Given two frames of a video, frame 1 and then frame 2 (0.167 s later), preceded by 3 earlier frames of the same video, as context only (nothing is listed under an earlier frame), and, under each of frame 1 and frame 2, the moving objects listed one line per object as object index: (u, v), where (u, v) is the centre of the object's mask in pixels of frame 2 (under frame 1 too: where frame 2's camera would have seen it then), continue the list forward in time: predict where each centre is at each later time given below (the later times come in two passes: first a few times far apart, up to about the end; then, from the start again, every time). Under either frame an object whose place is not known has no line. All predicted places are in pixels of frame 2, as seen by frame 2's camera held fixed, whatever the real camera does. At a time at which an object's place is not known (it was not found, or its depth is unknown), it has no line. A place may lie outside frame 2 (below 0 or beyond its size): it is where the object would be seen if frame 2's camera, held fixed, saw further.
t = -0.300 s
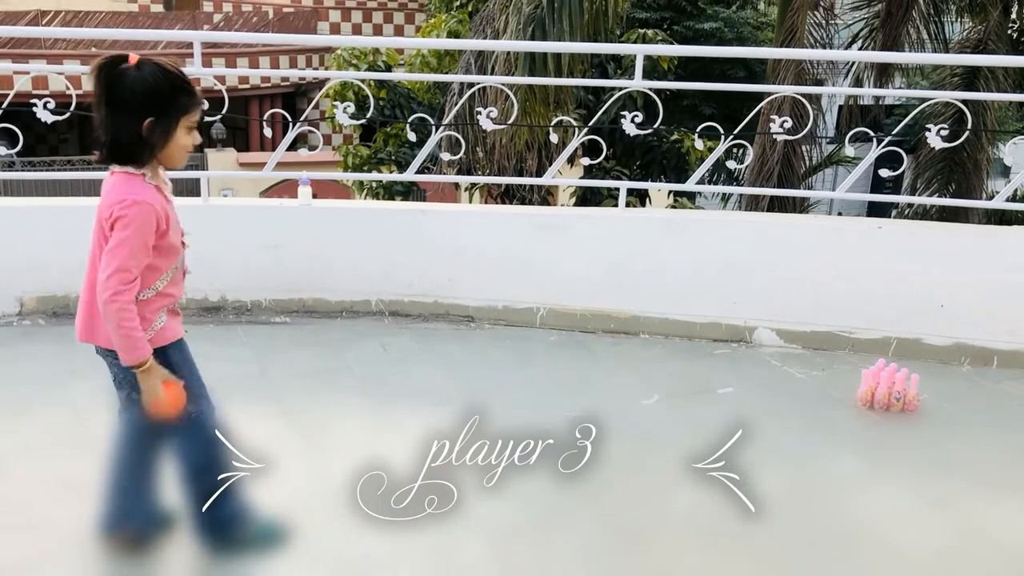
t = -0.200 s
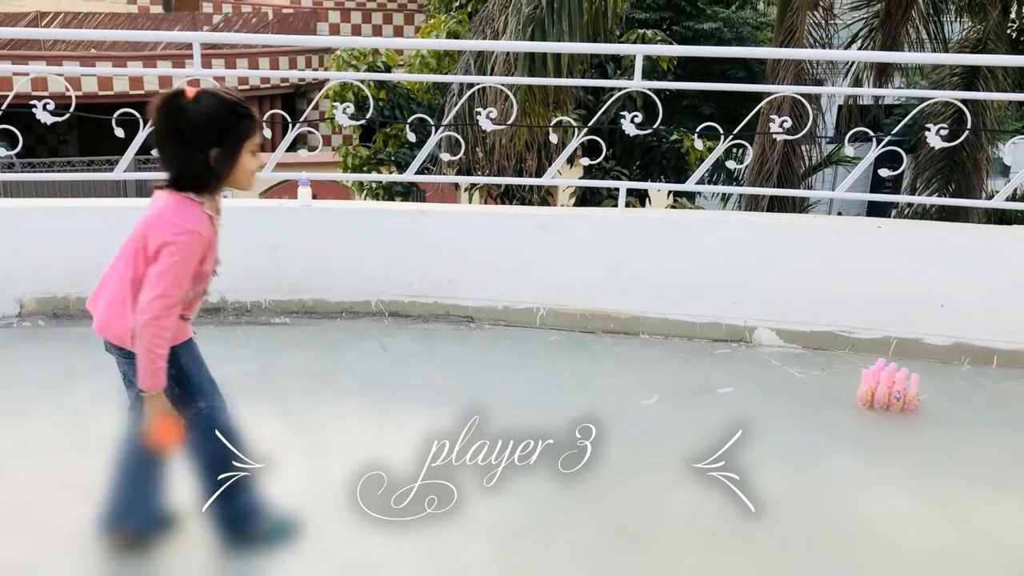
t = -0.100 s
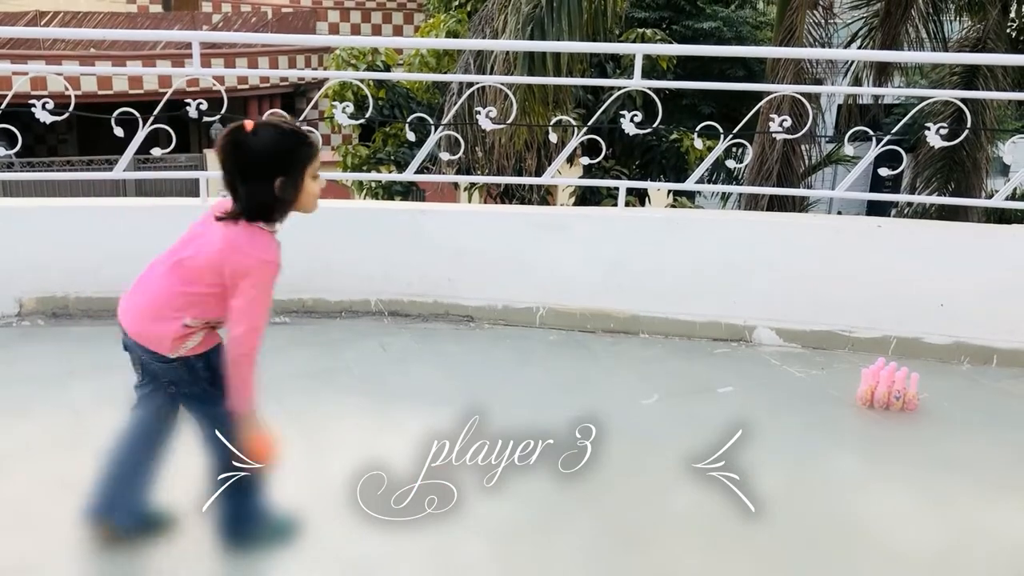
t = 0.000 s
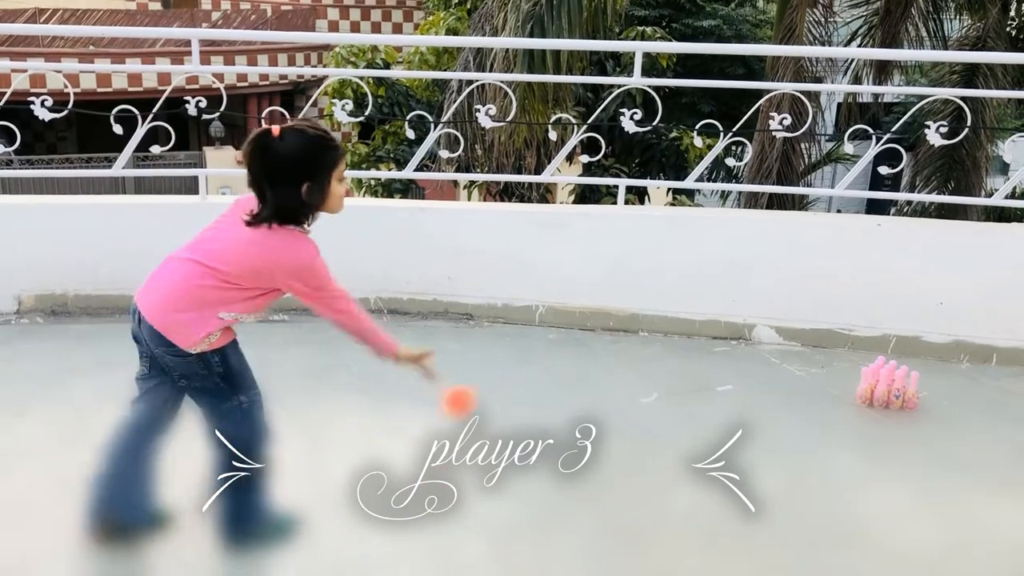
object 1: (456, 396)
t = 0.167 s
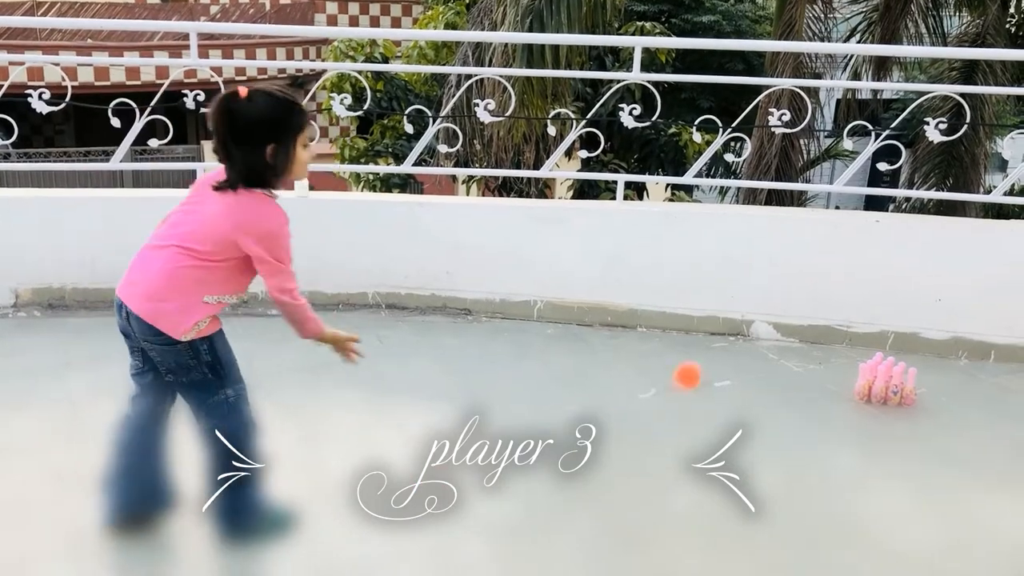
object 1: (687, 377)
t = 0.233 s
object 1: (745, 363)
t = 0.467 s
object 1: (889, 352)
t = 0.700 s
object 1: (978, 371)
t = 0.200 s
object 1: (717, 362)
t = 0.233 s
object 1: (745, 363)
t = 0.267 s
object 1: (769, 376)
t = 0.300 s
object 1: (791, 394)
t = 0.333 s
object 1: (818, 366)
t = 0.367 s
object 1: (842, 353)
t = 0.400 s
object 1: (862, 350)
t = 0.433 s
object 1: (874, 354)
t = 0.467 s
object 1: (889, 352)
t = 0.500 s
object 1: (905, 341)
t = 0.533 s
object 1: (918, 337)
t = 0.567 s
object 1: (929, 342)
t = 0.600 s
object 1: (942, 357)
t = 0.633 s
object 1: (955, 356)
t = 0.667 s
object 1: (967, 362)
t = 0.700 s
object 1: (978, 371)
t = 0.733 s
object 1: (992, 374)
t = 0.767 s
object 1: (1003, 384)
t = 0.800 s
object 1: (1017, 386)
